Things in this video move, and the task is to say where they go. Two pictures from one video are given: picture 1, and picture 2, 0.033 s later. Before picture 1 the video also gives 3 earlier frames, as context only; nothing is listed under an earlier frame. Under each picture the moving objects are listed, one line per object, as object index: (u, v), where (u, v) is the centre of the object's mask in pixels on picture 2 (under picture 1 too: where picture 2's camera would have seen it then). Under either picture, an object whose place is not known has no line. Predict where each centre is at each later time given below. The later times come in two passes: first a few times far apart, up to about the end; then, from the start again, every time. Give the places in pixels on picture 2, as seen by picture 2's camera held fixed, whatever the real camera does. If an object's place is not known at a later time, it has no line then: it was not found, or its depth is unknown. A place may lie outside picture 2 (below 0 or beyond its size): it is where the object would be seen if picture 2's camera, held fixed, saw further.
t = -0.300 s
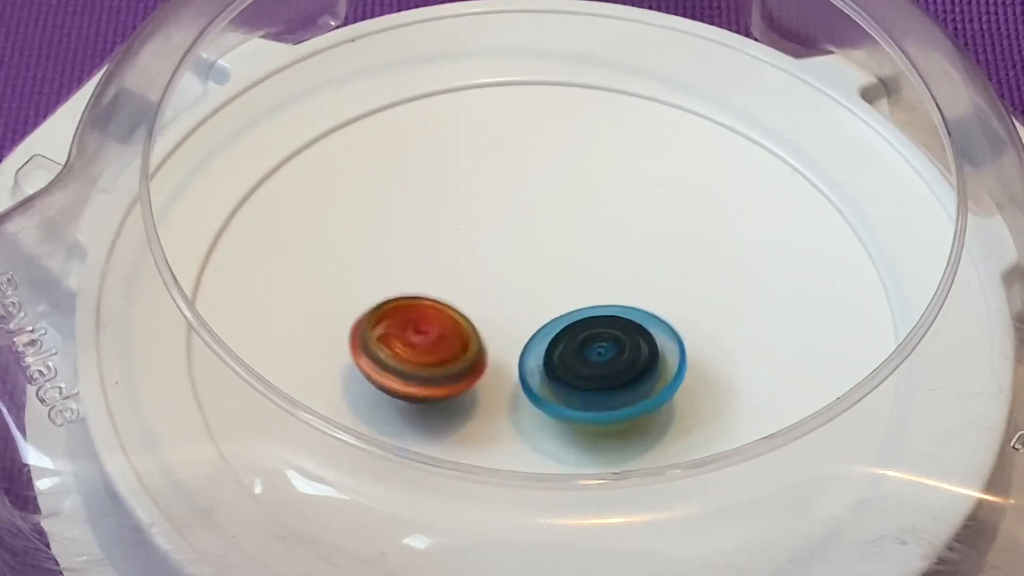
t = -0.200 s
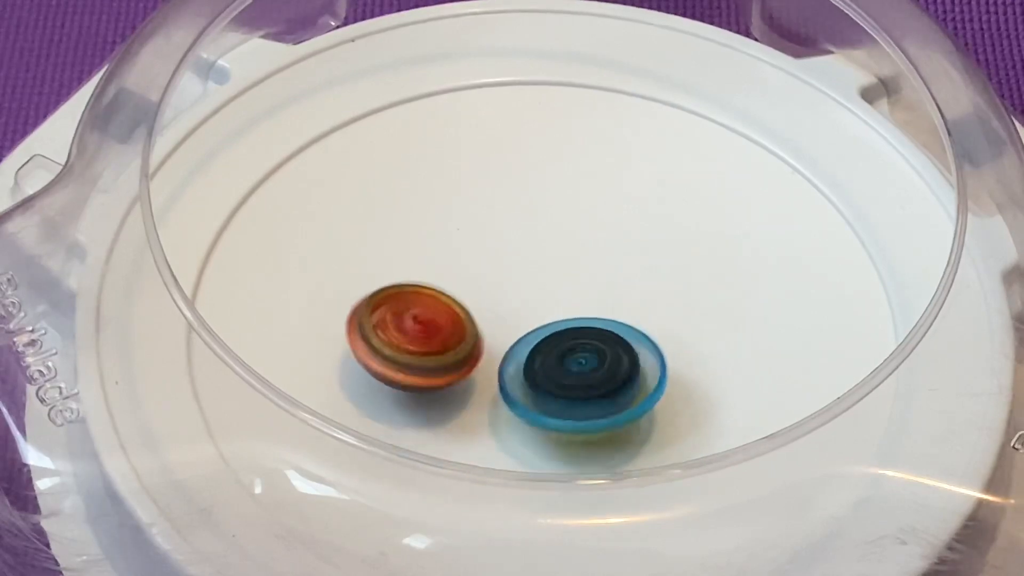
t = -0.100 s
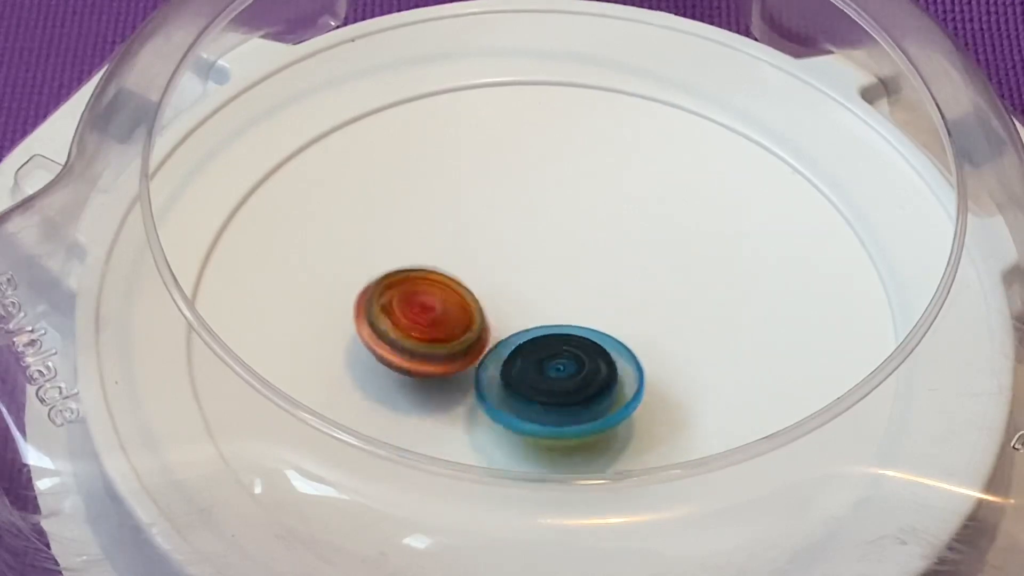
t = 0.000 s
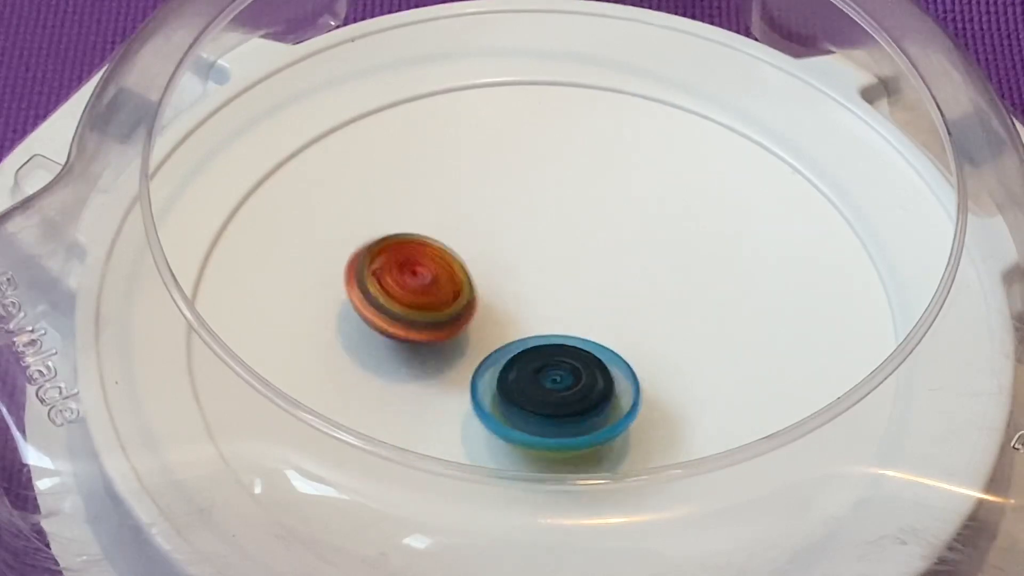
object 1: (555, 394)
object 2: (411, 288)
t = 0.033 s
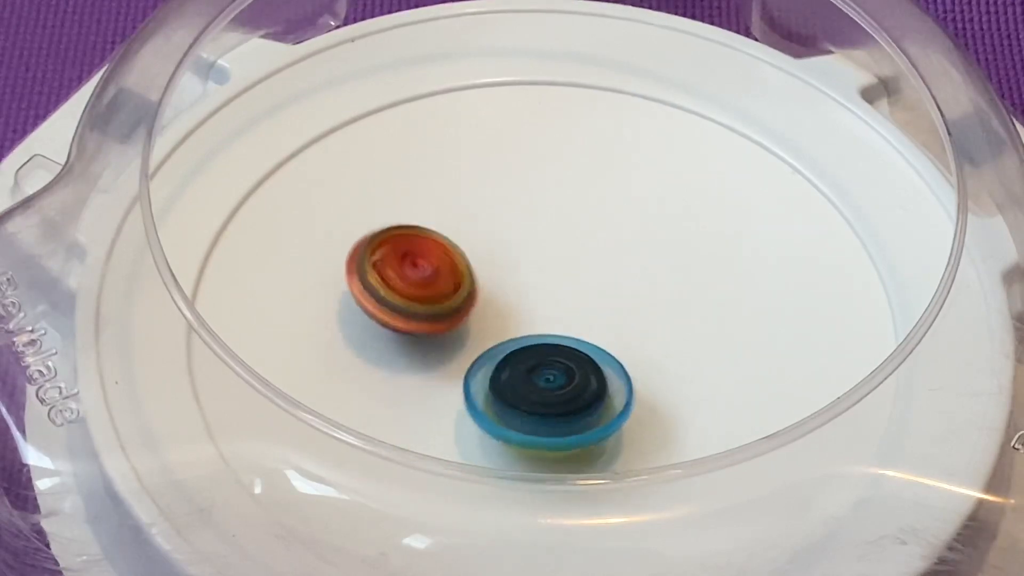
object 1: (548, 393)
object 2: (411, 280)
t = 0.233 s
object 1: (511, 376)
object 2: (440, 249)
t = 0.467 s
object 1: (488, 360)
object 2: (509, 217)
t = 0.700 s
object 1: (491, 335)
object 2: (579, 236)
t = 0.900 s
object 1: (482, 334)
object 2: (655, 255)
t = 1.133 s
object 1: (503, 325)
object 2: (659, 310)
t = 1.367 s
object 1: (505, 317)
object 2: (645, 377)
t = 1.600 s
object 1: (514, 297)
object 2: (568, 417)
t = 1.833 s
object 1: (534, 284)
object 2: (470, 401)
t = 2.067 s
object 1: (561, 290)
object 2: (420, 338)
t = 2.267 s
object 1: (579, 305)
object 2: (432, 279)
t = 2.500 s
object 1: (600, 331)
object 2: (493, 238)
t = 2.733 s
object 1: (595, 363)
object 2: (585, 244)
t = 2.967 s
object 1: (567, 384)
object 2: (655, 289)
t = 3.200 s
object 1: (506, 385)
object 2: (669, 349)
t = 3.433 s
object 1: (455, 349)
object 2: (612, 394)
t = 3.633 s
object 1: (436, 302)
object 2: (532, 404)
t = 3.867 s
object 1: (464, 236)
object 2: (452, 371)
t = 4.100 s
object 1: (531, 215)
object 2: (439, 308)
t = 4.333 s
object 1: (643, 235)
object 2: (480, 264)
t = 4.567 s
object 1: (701, 293)
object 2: (558, 259)
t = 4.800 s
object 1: (682, 367)
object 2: (599, 277)
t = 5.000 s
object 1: (589, 419)
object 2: (602, 298)
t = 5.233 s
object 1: (449, 413)
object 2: (568, 333)
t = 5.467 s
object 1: (377, 360)
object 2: (533, 353)
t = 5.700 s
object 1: (389, 286)
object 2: (516, 349)
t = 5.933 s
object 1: (486, 218)
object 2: (520, 331)
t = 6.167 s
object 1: (611, 213)
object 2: (538, 317)
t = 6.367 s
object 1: (675, 258)
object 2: (550, 314)
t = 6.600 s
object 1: (671, 351)
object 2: (531, 323)
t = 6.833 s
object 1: (581, 419)
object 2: (508, 322)
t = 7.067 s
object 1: (465, 404)
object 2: (505, 299)
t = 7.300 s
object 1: (419, 327)
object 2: (547, 279)
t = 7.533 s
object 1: (451, 261)
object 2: (612, 296)
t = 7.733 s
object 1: (528, 251)
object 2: (643, 339)
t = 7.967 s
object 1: (582, 279)
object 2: (605, 397)
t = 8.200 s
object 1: (591, 298)
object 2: (505, 400)
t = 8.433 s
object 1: (595, 311)
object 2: (458, 341)
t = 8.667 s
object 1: (652, 340)
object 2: (470, 278)
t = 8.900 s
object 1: (647, 380)
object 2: (537, 307)
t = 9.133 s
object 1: (540, 420)
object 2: (544, 319)
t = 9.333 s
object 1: (445, 394)
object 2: (518, 309)
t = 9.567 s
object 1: (419, 356)
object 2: (538, 293)
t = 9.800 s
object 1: (406, 322)
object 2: (562, 315)
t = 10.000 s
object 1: (420, 338)
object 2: (541, 333)
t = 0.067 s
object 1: (542, 392)
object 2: (414, 273)
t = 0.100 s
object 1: (535, 390)
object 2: (418, 267)
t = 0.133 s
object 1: (529, 387)
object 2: (422, 261)
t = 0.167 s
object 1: (523, 384)
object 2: (427, 256)
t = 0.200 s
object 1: (517, 380)
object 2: (433, 252)
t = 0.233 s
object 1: (511, 376)
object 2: (440, 249)
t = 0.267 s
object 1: (506, 371)
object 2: (448, 246)
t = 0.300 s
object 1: (502, 367)
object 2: (456, 245)
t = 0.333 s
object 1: (497, 361)
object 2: (465, 243)
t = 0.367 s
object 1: (494, 360)
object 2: (476, 237)
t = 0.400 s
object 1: (492, 364)
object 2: (487, 227)
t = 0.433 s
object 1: (489, 362)
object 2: (499, 220)
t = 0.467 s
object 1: (488, 360)
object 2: (509, 217)
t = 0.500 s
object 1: (487, 356)
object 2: (519, 216)
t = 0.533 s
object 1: (487, 353)
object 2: (529, 216)
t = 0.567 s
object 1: (487, 349)
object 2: (539, 219)
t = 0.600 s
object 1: (487, 346)
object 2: (550, 222)
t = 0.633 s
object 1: (488, 342)
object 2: (560, 226)
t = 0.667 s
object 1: (489, 339)
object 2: (570, 231)
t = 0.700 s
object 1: (491, 335)
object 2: (579, 236)
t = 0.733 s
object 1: (493, 331)
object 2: (588, 241)
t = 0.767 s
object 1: (486, 334)
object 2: (605, 241)
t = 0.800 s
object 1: (479, 336)
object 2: (622, 242)
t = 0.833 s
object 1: (479, 335)
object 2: (637, 245)
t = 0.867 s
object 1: (480, 335)
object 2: (647, 250)
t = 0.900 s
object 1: (482, 334)
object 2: (655, 255)
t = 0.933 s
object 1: (484, 332)
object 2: (661, 261)
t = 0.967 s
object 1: (486, 331)
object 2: (664, 268)
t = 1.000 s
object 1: (489, 329)
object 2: (666, 276)
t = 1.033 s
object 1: (492, 328)
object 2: (666, 284)
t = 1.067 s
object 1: (495, 327)
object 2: (665, 292)
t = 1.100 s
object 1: (499, 326)
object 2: (663, 301)
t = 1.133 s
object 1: (503, 325)
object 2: (659, 310)
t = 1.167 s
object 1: (508, 324)
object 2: (655, 319)
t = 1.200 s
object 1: (503, 323)
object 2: (659, 330)
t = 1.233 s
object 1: (499, 322)
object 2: (662, 341)
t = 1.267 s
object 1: (499, 320)
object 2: (661, 352)
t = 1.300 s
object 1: (501, 319)
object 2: (657, 362)
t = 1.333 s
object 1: (503, 318)
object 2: (652, 370)
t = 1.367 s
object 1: (505, 317)
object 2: (645, 377)
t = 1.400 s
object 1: (507, 317)
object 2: (636, 383)
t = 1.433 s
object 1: (509, 316)
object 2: (626, 388)
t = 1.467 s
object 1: (510, 314)
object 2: (616, 392)
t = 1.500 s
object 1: (511, 308)
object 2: (607, 400)
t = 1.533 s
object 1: (511, 304)
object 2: (595, 408)
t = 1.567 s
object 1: (512, 300)
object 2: (582, 412)
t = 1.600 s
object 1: (514, 297)
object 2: (568, 417)
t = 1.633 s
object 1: (516, 295)
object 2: (555, 418)
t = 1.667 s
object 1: (518, 293)
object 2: (540, 419)
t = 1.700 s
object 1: (521, 291)
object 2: (525, 418)
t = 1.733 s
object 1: (524, 288)
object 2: (511, 416)
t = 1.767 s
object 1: (527, 287)
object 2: (497, 411)
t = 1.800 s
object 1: (530, 285)
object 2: (483, 407)
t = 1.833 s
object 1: (534, 284)
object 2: (470, 401)
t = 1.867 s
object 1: (538, 284)
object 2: (459, 393)
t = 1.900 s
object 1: (542, 284)
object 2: (449, 386)
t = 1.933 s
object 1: (546, 285)
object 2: (440, 378)
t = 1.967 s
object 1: (549, 286)
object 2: (433, 368)
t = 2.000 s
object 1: (554, 287)
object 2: (427, 359)
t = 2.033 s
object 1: (557, 288)
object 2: (423, 349)
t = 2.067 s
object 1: (561, 290)
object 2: (420, 338)
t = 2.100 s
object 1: (564, 291)
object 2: (419, 328)
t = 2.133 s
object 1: (567, 293)
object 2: (419, 318)
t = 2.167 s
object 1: (570, 297)
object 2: (420, 308)
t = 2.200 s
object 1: (573, 299)
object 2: (423, 298)
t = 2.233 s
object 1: (576, 301)
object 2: (427, 288)
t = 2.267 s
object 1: (579, 305)
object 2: (432, 279)
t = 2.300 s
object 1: (581, 308)
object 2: (438, 270)
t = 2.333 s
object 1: (584, 312)
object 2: (446, 263)
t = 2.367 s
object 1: (590, 315)
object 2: (453, 254)
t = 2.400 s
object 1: (593, 320)
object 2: (461, 247)
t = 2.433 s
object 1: (596, 324)
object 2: (471, 242)
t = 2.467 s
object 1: (598, 327)
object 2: (481, 239)
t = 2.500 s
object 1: (600, 331)
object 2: (493, 238)
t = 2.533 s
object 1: (601, 335)
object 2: (505, 238)
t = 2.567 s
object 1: (601, 339)
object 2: (518, 238)
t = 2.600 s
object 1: (600, 342)
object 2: (532, 239)
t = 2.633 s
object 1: (599, 347)
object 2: (546, 240)
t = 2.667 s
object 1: (597, 354)
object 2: (559, 240)
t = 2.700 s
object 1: (596, 359)
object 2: (572, 241)
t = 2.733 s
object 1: (595, 363)
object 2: (585, 244)
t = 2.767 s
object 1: (592, 367)
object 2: (598, 248)
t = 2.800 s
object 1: (589, 372)
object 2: (611, 254)
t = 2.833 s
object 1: (585, 375)
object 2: (622, 260)
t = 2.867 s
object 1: (581, 378)
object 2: (633, 266)
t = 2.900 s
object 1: (577, 381)
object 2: (642, 274)
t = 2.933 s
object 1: (572, 383)
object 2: (649, 281)
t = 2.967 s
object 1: (567, 384)
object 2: (655, 289)
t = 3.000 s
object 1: (561, 385)
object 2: (659, 298)
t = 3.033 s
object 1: (553, 387)
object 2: (663, 306)
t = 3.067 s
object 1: (545, 388)
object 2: (667, 315)
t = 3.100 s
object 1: (538, 387)
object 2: (668, 325)
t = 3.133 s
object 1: (527, 387)
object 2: (668, 333)
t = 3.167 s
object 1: (516, 387)
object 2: (670, 342)
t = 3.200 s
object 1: (506, 385)
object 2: (669, 349)
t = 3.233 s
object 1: (497, 382)
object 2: (665, 357)
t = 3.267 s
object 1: (489, 379)
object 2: (658, 366)
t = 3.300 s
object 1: (483, 374)
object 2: (650, 372)
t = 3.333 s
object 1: (476, 368)
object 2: (641, 378)
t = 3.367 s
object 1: (471, 363)
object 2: (630, 384)
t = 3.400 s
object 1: (466, 358)
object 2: (618, 389)
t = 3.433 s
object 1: (455, 349)
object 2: (612, 394)
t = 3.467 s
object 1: (448, 340)
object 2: (601, 399)
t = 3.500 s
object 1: (442, 332)
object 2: (589, 403)
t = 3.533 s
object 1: (439, 325)
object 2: (577, 406)
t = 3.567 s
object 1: (437, 317)
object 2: (562, 407)
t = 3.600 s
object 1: (436, 310)
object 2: (546, 407)
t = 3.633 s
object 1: (436, 302)
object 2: (532, 404)
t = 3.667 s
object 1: (438, 294)
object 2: (518, 401)
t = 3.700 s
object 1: (440, 286)
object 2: (504, 396)
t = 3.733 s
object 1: (442, 274)
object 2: (492, 393)
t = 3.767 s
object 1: (445, 262)
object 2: (481, 390)
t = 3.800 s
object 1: (451, 252)
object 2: (470, 386)
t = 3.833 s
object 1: (457, 244)
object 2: (460, 379)
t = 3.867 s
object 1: (464, 236)
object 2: (452, 371)
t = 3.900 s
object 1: (471, 231)
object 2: (446, 362)
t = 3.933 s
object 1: (479, 226)
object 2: (441, 353)
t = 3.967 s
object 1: (488, 223)
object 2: (438, 344)
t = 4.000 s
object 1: (498, 220)
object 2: (437, 335)
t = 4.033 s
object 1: (507, 218)
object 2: (436, 325)
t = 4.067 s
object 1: (516, 217)
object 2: (438, 316)
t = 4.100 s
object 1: (531, 215)
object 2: (439, 308)
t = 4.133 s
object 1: (548, 214)
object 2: (439, 301)
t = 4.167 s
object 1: (566, 216)
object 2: (441, 293)
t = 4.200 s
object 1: (583, 218)
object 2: (446, 285)
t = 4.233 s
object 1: (600, 221)
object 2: (452, 279)
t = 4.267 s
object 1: (616, 225)
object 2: (461, 274)
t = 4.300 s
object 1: (631, 231)
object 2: (470, 269)
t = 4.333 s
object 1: (643, 235)
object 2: (480, 264)
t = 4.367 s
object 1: (654, 243)
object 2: (491, 261)
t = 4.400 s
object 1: (665, 250)
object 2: (502, 259)
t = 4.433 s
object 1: (674, 258)
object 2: (514, 258)
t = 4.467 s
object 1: (681, 265)
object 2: (526, 257)
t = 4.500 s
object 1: (687, 274)
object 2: (539, 258)
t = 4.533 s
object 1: (696, 283)
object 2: (548, 258)
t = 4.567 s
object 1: (701, 293)
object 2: (558, 259)
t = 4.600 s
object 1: (703, 303)
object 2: (568, 260)
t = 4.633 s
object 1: (708, 315)
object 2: (574, 261)
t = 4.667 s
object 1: (708, 326)
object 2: (579, 263)
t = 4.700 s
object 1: (704, 335)
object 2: (586, 267)
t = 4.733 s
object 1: (698, 345)
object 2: (592, 271)
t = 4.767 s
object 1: (691, 356)
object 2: (597, 274)
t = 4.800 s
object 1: (682, 367)
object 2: (599, 277)
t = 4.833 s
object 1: (672, 377)
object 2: (602, 281)
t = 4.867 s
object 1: (658, 386)
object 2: (604, 286)
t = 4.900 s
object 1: (643, 398)
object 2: (605, 287)
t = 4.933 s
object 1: (627, 404)
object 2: (604, 290)
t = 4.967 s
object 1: (608, 416)
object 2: (604, 293)
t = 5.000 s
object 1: (589, 419)
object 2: (602, 298)
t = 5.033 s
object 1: (567, 421)
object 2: (600, 302)
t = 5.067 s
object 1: (545, 423)
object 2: (596, 308)
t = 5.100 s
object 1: (524, 424)
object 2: (592, 313)
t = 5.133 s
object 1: (503, 423)
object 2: (587, 319)
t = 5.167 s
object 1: (484, 421)
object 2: (581, 324)
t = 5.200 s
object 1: (465, 418)
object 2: (575, 329)
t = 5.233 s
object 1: (449, 413)
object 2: (568, 333)
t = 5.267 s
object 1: (434, 408)
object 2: (562, 338)
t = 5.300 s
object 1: (423, 403)
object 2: (555, 342)
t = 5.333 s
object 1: (413, 397)
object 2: (548, 345)
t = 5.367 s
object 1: (405, 389)
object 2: (539, 349)
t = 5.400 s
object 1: (395, 383)
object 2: (535, 351)
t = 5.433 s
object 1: (383, 372)
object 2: (535, 353)
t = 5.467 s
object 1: (377, 360)
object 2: (533, 353)
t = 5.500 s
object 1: (373, 350)
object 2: (530, 354)
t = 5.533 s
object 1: (371, 340)
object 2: (525, 355)
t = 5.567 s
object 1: (372, 330)
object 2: (523, 354)
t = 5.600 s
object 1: (374, 320)
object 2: (519, 353)
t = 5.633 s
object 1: (378, 310)
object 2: (517, 352)
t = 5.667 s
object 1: (382, 298)
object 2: (516, 350)
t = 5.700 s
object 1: (389, 286)
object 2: (516, 349)
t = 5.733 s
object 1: (398, 276)
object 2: (515, 347)
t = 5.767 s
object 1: (409, 264)
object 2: (516, 346)
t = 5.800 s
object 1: (422, 252)
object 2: (516, 343)
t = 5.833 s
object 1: (436, 242)
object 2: (517, 341)
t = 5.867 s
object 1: (452, 233)
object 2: (518, 338)
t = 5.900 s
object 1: (469, 225)
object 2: (519, 335)
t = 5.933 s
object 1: (486, 218)
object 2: (520, 331)
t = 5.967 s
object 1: (505, 213)
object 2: (522, 328)
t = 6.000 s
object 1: (524, 209)
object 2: (525, 325)
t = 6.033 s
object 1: (542, 206)
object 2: (526, 323)
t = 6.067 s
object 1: (560, 205)
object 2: (529, 321)
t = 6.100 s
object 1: (578, 207)
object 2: (532, 320)
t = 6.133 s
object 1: (595, 211)
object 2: (535, 318)
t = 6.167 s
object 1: (611, 213)
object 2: (538, 317)
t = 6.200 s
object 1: (624, 218)
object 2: (542, 315)
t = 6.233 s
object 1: (637, 224)
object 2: (545, 314)
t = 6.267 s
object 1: (649, 232)
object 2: (549, 313)
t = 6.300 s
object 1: (659, 239)
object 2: (550, 312)
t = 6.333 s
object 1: (669, 248)
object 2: (549, 312)
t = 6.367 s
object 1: (675, 258)
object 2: (550, 314)
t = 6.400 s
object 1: (681, 271)
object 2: (548, 314)
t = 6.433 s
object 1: (686, 283)
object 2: (543, 315)
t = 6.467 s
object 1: (687, 295)
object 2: (540, 316)
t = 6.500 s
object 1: (686, 310)
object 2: (539, 317)
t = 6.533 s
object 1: (682, 323)
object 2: (535, 320)
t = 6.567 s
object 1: (677, 338)
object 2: (533, 322)
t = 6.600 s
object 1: (671, 351)
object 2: (531, 323)
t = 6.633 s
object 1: (663, 364)
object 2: (526, 324)
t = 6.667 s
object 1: (654, 377)
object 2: (523, 324)
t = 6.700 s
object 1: (644, 388)
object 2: (521, 324)
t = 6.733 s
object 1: (629, 399)
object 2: (518, 325)
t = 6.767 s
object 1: (615, 409)
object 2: (514, 324)
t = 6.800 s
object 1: (598, 414)
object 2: (511, 323)
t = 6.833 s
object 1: (581, 419)
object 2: (508, 322)
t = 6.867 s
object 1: (565, 422)
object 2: (507, 318)
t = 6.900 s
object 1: (548, 422)
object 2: (504, 315)
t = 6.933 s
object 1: (529, 422)
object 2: (502, 312)
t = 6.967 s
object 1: (511, 419)
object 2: (501, 309)
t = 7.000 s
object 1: (492, 416)
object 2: (502, 306)
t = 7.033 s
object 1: (477, 412)
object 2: (503, 303)
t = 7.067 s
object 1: (465, 404)
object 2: (505, 299)
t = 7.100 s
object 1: (453, 397)
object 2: (508, 294)
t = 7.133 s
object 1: (443, 385)
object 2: (514, 290)
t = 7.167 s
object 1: (434, 374)
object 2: (518, 286)
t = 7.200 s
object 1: (429, 361)
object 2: (523, 284)
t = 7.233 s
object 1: (425, 348)
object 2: (529, 280)
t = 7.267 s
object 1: (421, 338)
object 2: (537, 278)
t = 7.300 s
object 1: (419, 327)
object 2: (547, 279)
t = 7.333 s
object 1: (420, 316)
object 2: (555, 277)
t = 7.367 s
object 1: (426, 305)
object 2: (562, 278)
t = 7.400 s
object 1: (432, 295)
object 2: (570, 278)
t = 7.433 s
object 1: (437, 285)
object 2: (582, 281)
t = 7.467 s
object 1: (437, 274)
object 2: (595, 287)
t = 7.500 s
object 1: (442, 267)
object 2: (603, 291)
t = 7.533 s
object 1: (451, 261)
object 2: (612, 296)
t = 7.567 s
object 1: (464, 258)
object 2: (618, 300)
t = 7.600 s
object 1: (477, 256)
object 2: (626, 306)
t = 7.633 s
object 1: (492, 255)
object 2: (630, 311)
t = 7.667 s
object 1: (507, 255)
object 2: (634, 318)
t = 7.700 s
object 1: (519, 253)
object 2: (640, 329)
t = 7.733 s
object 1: (528, 251)
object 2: (643, 339)
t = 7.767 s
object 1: (538, 255)
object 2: (643, 350)
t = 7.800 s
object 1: (548, 258)
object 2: (641, 356)
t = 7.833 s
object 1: (558, 265)
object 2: (637, 365)
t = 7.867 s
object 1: (567, 269)
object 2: (632, 371)
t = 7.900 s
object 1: (573, 273)
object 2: (625, 380)
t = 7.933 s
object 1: (578, 274)
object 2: (617, 389)
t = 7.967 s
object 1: (582, 279)
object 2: (605, 397)
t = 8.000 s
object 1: (583, 283)
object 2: (593, 400)
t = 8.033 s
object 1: (585, 288)
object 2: (581, 402)
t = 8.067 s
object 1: (585, 291)
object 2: (566, 406)
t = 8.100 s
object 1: (587, 294)
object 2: (552, 407)
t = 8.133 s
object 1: (585, 297)
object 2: (537, 404)
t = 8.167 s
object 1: (585, 301)
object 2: (523, 401)
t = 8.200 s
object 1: (591, 298)
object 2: (505, 400)
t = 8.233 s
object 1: (593, 300)
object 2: (490, 395)
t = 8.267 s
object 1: (591, 303)
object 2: (480, 388)
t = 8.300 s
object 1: (585, 303)
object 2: (472, 379)
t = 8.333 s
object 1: (585, 302)
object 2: (469, 368)
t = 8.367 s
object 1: (589, 303)
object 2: (465, 358)
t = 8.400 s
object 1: (591, 307)
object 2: (462, 348)
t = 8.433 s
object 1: (595, 311)
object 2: (458, 341)
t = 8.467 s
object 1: (600, 313)
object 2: (453, 329)
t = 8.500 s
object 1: (602, 314)
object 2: (452, 321)
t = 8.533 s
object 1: (605, 313)
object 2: (457, 311)
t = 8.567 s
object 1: (609, 314)
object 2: (466, 304)
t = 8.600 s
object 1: (625, 323)
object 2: (469, 296)
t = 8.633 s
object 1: (642, 333)
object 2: (467, 286)
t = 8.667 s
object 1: (652, 340)
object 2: (470, 278)
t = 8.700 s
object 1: (658, 345)
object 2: (479, 272)
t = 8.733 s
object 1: (663, 352)
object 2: (489, 274)
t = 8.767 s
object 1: (663, 358)
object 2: (500, 275)
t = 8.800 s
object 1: (663, 365)
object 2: (511, 281)
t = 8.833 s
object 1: (659, 371)
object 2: (521, 288)
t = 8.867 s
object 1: (654, 375)
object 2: (530, 296)
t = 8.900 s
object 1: (647, 380)
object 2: (537, 307)
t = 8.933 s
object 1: (638, 387)
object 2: (541, 314)
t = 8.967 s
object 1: (628, 395)
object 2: (545, 319)
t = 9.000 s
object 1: (616, 402)
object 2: (547, 317)
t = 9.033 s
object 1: (599, 405)
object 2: (548, 318)
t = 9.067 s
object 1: (580, 410)
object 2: (546, 320)
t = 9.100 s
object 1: (561, 416)
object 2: (546, 319)
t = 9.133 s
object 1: (540, 420)
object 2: (544, 319)
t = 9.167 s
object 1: (521, 418)
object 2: (538, 319)
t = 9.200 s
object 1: (502, 414)
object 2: (529, 316)
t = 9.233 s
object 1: (484, 410)
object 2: (526, 315)
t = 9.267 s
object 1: (469, 405)
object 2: (523, 313)
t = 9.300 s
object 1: (456, 400)
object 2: (521, 311)
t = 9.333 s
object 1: (445, 394)
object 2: (518, 309)
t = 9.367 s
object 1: (438, 389)
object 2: (514, 305)
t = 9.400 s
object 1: (433, 383)
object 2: (514, 303)
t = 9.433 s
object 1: (429, 378)
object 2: (514, 300)
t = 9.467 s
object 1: (430, 371)
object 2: (515, 297)
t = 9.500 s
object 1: (432, 367)
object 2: (516, 297)
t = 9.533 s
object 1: (430, 361)
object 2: (523, 294)
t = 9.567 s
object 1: (419, 356)
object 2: (538, 293)
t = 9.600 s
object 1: (415, 353)
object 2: (547, 294)
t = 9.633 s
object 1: (414, 345)
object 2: (553, 298)
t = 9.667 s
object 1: (413, 339)
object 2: (556, 302)
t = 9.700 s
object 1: (410, 333)
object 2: (558, 304)
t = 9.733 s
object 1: (408, 326)
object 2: (562, 307)
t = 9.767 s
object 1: (407, 323)
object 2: (563, 311)
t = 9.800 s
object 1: (406, 322)
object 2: (562, 315)
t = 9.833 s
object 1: (407, 323)
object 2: (563, 320)
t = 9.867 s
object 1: (410, 325)
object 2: (560, 324)
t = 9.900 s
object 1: (416, 329)
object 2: (554, 329)
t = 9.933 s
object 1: (418, 332)
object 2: (551, 333)
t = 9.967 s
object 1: (420, 336)
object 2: (546, 333)
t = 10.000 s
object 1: (420, 338)
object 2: (541, 333)
